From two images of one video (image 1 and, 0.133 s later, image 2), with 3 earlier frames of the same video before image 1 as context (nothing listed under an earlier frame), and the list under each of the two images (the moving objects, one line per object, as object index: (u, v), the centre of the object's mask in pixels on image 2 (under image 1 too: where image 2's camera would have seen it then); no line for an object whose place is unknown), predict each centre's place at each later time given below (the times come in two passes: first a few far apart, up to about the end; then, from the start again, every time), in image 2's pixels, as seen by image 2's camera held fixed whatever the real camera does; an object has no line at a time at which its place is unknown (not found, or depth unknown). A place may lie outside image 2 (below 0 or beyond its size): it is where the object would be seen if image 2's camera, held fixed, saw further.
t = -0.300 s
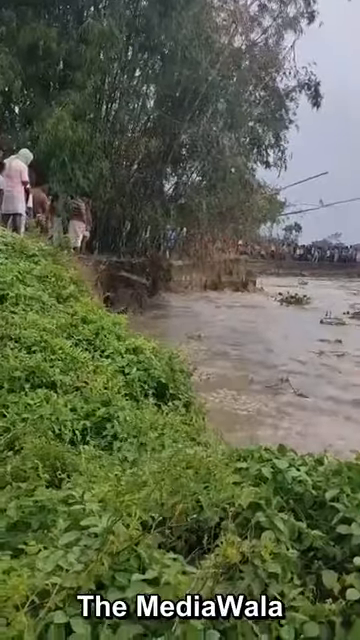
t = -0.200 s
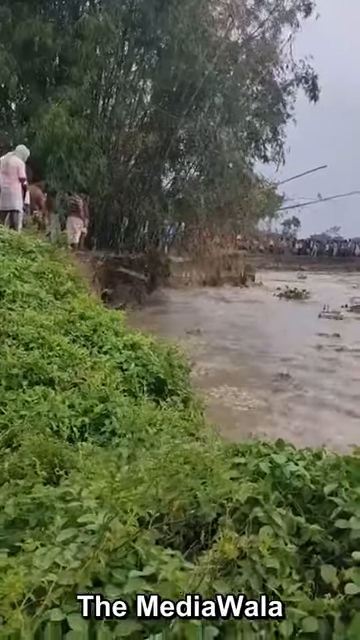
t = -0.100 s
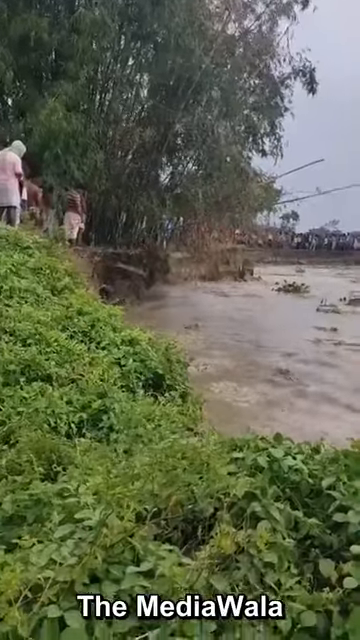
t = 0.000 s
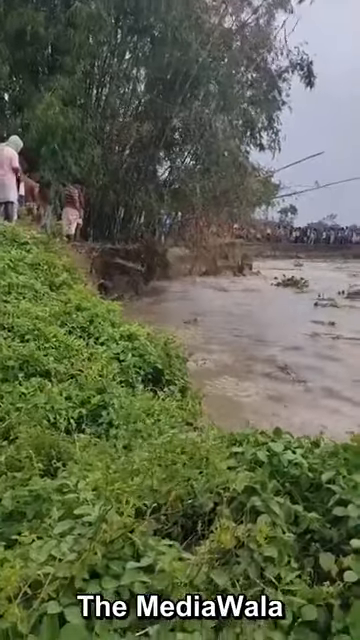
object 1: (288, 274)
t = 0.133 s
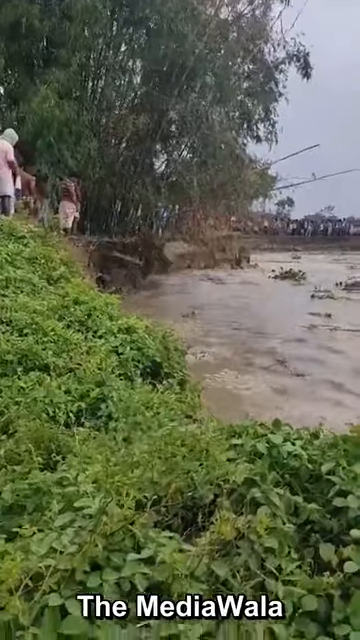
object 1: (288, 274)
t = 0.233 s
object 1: (288, 274)
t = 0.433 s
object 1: (288, 275)
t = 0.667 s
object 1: (289, 275)
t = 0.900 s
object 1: (292, 275)
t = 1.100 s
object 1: (293, 274)
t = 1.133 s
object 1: (294, 274)
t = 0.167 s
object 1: (288, 275)
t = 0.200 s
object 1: (288, 275)
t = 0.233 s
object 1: (288, 274)
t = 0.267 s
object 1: (288, 275)
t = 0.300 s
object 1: (288, 275)
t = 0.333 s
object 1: (288, 275)
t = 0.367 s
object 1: (288, 275)
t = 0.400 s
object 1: (288, 275)
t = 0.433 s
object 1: (288, 275)
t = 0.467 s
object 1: (288, 275)
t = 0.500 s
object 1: (288, 275)
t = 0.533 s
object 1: (288, 275)
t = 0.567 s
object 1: (288, 275)
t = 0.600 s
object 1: (289, 275)
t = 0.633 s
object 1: (288, 275)
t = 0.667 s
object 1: (289, 275)
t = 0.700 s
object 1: (288, 275)
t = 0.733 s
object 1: (292, 275)
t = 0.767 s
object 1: (291, 275)
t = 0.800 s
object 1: (292, 275)
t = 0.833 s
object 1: (293, 275)
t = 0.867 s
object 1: (293, 275)
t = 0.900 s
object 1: (292, 275)
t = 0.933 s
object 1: (292, 275)
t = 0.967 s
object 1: (292, 275)
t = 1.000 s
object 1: (292, 275)
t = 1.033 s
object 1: (293, 275)
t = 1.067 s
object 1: (293, 274)
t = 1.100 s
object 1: (293, 274)
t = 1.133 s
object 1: (294, 274)
